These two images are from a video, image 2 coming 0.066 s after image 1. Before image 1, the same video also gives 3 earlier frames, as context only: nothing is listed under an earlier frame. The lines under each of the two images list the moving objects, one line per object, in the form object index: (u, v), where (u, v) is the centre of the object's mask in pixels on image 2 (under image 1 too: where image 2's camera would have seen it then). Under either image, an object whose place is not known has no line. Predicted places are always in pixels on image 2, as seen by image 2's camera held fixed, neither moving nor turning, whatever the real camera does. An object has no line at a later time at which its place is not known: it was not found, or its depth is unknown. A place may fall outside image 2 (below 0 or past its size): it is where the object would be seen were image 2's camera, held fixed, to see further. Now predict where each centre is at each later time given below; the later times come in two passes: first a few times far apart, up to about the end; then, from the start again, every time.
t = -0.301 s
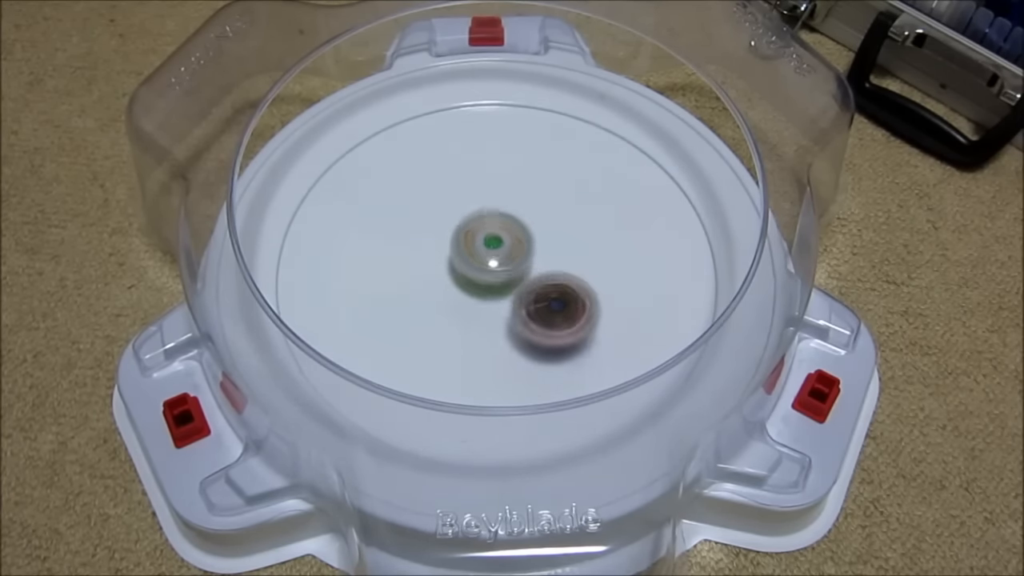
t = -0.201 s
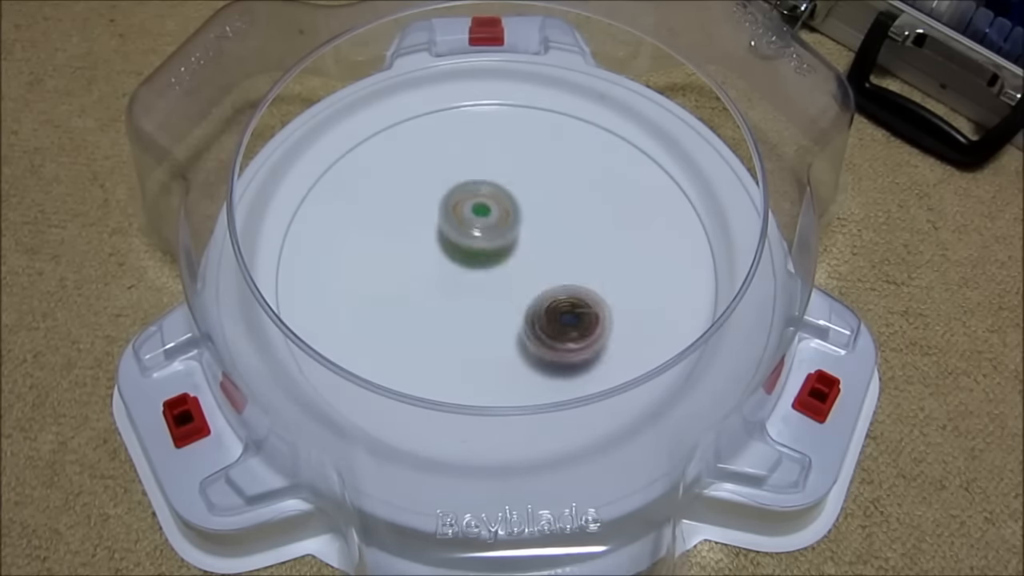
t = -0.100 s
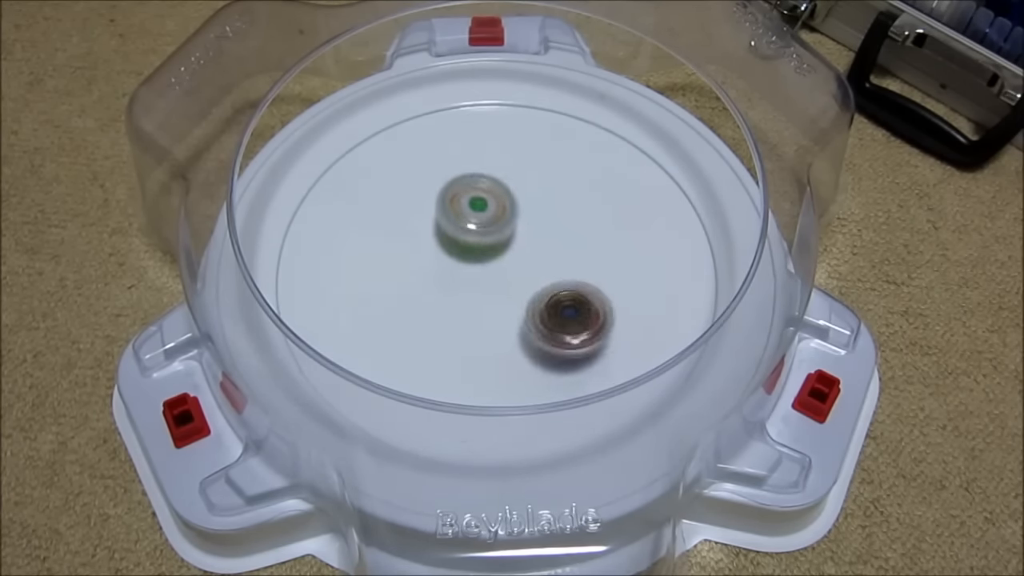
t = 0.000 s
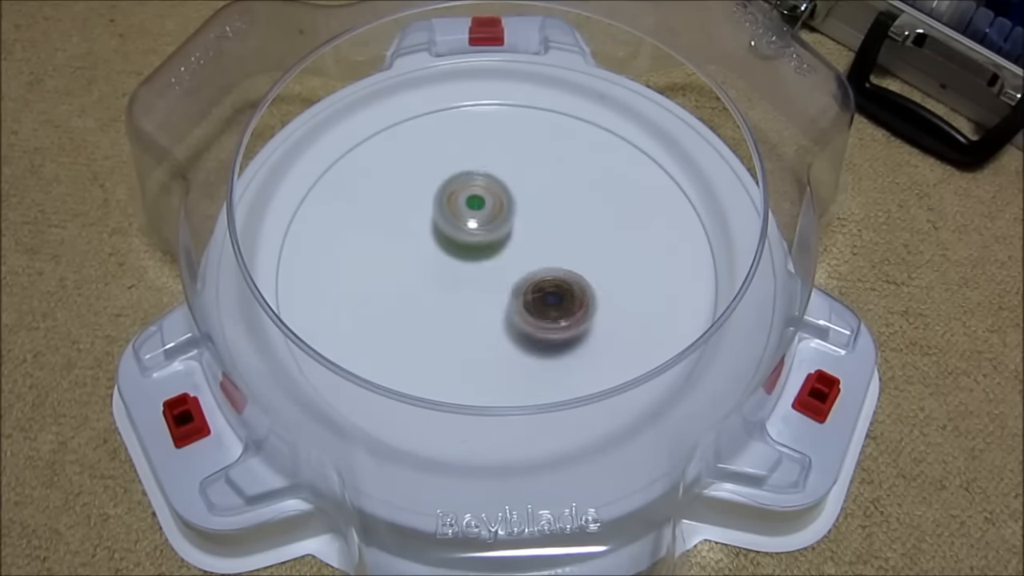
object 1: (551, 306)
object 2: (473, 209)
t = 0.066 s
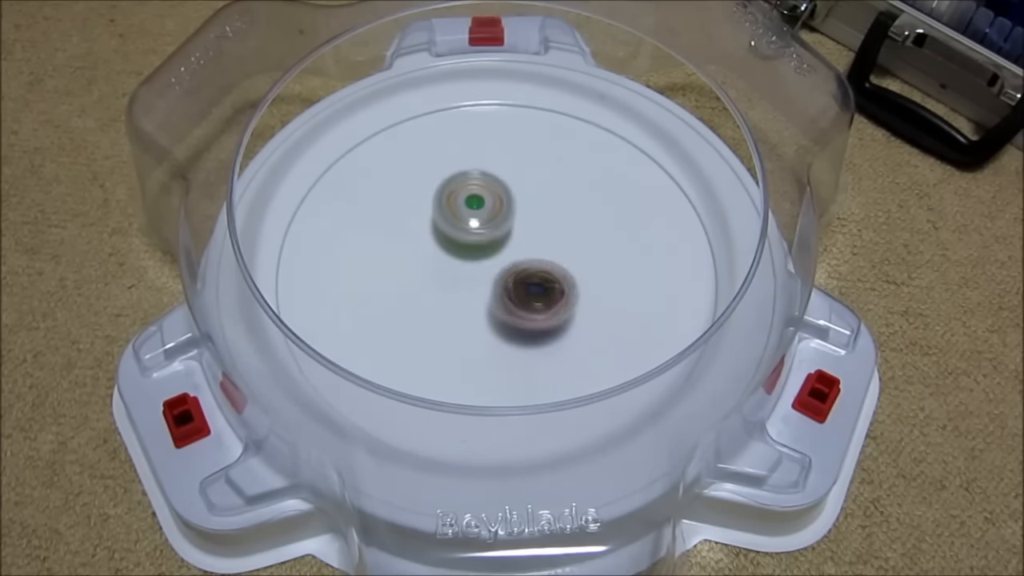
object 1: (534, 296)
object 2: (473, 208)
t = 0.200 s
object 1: (492, 285)
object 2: (477, 208)
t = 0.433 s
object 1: (468, 332)
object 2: (481, 191)
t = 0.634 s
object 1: (498, 316)
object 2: (489, 205)
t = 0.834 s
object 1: (515, 288)
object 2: (497, 203)
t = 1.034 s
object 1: (525, 289)
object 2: (497, 210)
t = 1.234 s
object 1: (527, 308)
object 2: (493, 209)
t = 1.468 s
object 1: (531, 298)
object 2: (485, 224)
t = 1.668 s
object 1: (525, 304)
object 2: (472, 218)
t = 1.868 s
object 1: (536, 311)
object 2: (461, 217)
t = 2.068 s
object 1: (521, 281)
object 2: (460, 223)
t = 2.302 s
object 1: (550, 304)
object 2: (439, 196)
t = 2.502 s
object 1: (542, 283)
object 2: (445, 202)
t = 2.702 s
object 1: (519, 281)
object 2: (446, 201)
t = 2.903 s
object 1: (527, 300)
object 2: (445, 213)
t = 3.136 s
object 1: (522, 288)
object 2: (447, 239)
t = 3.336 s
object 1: (557, 302)
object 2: (421, 225)
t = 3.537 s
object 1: (570, 295)
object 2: (416, 230)
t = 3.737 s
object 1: (540, 269)
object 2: (425, 235)
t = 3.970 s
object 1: (530, 237)
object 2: (433, 242)
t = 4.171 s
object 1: (555, 226)
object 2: (433, 251)
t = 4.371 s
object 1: (549, 233)
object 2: (442, 262)
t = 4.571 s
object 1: (546, 254)
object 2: (434, 267)
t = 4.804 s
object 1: (538, 272)
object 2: (441, 275)
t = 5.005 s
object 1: (533, 282)
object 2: (442, 270)
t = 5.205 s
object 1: (550, 288)
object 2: (447, 263)
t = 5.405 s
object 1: (557, 288)
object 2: (458, 253)
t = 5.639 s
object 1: (567, 291)
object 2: (467, 250)
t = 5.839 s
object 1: (556, 310)
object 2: (464, 240)
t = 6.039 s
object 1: (512, 301)
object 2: (466, 244)
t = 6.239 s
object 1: (487, 308)
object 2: (475, 240)
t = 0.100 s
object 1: (523, 292)
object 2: (474, 208)
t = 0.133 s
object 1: (512, 290)
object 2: (474, 208)
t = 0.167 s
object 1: (503, 285)
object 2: (475, 209)
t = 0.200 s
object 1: (492, 285)
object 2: (477, 208)
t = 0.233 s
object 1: (483, 294)
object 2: (478, 198)
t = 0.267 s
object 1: (477, 302)
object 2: (479, 193)
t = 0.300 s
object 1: (472, 307)
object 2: (480, 191)
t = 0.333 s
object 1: (468, 314)
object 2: (480, 190)
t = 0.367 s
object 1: (465, 321)
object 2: (480, 190)
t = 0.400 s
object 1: (465, 327)
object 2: (481, 190)
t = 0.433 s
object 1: (468, 332)
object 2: (481, 191)
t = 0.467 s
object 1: (472, 334)
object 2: (482, 192)
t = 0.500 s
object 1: (477, 333)
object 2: (483, 194)
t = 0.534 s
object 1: (483, 331)
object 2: (485, 196)
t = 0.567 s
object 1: (488, 326)
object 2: (486, 199)
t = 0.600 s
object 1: (493, 323)
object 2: (488, 202)
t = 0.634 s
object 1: (498, 316)
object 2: (489, 205)
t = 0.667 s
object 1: (505, 306)
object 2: (491, 209)
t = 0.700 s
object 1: (509, 294)
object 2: (492, 212)
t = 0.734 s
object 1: (510, 288)
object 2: (494, 214)
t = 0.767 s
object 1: (511, 286)
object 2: (495, 209)
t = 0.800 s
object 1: (514, 283)
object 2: (496, 209)
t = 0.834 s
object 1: (515, 288)
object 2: (497, 203)
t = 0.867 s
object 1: (517, 291)
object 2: (498, 202)
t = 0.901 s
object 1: (519, 290)
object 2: (498, 201)
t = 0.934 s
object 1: (520, 292)
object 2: (498, 203)
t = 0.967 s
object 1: (522, 293)
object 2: (498, 205)
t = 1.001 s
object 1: (523, 293)
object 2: (497, 207)
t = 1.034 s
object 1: (525, 289)
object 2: (497, 210)
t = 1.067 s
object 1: (525, 286)
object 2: (496, 212)
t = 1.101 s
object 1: (522, 288)
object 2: (496, 213)
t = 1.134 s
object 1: (524, 295)
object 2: (496, 208)
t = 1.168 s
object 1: (526, 299)
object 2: (496, 207)
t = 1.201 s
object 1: (526, 302)
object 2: (495, 208)
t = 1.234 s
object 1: (527, 308)
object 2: (493, 209)
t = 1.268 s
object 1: (531, 311)
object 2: (492, 211)
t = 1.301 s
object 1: (533, 311)
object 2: (491, 212)
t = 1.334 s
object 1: (533, 310)
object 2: (490, 214)
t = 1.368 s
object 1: (533, 311)
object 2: (488, 216)
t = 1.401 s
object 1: (535, 307)
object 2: (487, 219)
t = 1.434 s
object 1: (534, 302)
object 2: (486, 221)
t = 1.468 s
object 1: (531, 298)
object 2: (485, 224)
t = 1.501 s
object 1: (528, 295)
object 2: (485, 226)
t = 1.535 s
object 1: (527, 295)
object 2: (482, 225)
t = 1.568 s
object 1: (525, 292)
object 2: (481, 226)
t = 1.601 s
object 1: (523, 293)
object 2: (479, 227)
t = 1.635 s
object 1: (524, 300)
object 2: (475, 221)
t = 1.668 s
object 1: (525, 304)
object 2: (472, 218)
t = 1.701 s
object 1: (526, 307)
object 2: (471, 218)
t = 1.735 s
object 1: (529, 312)
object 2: (468, 218)
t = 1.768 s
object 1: (532, 314)
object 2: (466, 217)
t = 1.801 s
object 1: (533, 313)
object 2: (464, 217)
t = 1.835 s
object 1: (535, 313)
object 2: (462, 218)
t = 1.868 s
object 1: (536, 311)
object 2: (461, 217)
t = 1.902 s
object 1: (535, 305)
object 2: (460, 218)
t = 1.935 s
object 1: (533, 302)
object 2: (459, 219)
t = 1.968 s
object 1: (532, 297)
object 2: (459, 220)
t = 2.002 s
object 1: (528, 290)
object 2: (459, 221)
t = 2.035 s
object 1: (523, 285)
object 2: (459, 222)
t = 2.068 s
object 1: (521, 281)
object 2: (460, 223)
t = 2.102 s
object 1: (525, 288)
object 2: (452, 214)
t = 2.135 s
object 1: (529, 294)
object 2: (445, 202)
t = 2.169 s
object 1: (535, 301)
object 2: (442, 196)
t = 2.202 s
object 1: (541, 302)
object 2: (442, 195)
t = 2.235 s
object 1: (543, 304)
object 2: (441, 195)
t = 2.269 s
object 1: (547, 307)
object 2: (440, 195)
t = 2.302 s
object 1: (550, 304)
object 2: (439, 196)
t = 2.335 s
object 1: (551, 304)
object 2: (439, 196)
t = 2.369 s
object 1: (552, 303)
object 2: (439, 196)
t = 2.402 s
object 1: (552, 297)
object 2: (440, 197)
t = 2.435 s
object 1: (548, 295)
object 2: (442, 198)
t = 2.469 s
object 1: (547, 290)
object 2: (443, 200)
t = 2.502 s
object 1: (542, 283)
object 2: (445, 202)
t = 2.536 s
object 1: (537, 281)
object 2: (447, 204)
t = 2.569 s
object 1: (533, 275)
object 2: (448, 207)
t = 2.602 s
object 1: (524, 269)
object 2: (450, 210)
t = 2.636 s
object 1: (519, 267)
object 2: (452, 214)
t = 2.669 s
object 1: (520, 272)
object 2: (449, 207)
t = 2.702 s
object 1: (519, 281)
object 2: (446, 201)
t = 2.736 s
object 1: (523, 284)
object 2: (446, 200)
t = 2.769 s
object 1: (522, 289)
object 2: (446, 202)
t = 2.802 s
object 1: (525, 294)
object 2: (445, 205)
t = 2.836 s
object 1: (525, 296)
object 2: (445, 208)
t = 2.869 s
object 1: (526, 301)
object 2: (445, 211)
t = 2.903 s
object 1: (527, 300)
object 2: (445, 213)
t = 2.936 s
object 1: (527, 304)
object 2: (445, 216)
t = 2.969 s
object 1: (529, 302)
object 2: (445, 220)
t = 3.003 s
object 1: (528, 303)
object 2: (446, 223)
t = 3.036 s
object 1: (530, 299)
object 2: (446, 227)
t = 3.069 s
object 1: (527, 295)
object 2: (446, 231)
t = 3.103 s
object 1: (526, 294)
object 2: (446, 235)
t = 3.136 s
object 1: (522, 288)
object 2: (447, 239)
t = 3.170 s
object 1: (522, 285)
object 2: (447, 243)
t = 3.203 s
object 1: (528, 290)
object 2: (438, 237)
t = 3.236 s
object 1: (539, 298)
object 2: (430, 229)
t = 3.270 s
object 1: (544, 299)
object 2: (425, 224)
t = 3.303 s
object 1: (553, 302)
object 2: (423, 223)
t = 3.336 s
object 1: (557, 302)
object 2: (421, 225)
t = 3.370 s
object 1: (564, 304)
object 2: (420, 225)
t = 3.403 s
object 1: (567, 303)
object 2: (419, 226)
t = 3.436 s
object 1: (572, 303)
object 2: (417, 227)
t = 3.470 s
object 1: (572, 301)
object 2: (416, 229)
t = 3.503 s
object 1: (574, 299)
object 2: (416, 230)
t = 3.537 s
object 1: (570, 295)
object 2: (416, 230)
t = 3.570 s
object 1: (570, 292)
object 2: (416, 230)
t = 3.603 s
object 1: (562, 289)
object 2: (416, 231)
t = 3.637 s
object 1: (560, 282)
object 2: (418, 232)
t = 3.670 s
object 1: (553, 279)
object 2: (421, 233)
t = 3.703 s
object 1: (549, 273)
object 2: (423, 234)
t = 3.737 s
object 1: (540, 269)
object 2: (425, 235)
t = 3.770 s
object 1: (535, 262)
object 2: (428, 237)
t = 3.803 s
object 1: (527, 259)
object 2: (431, 240)
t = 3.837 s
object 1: (523, 252)
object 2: (434, 241)
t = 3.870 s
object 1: (522, 250)
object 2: (434, 240)
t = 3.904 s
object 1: (524, 245)
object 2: (433, 239)
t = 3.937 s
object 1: (525, 243)
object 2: (436, 240)
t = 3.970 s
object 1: (530, 237)
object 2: (433, 242)
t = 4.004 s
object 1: (537, 236)
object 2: (433, 242)
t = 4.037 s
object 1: (540, 232)
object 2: (433, 244)
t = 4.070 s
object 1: (547, 229)
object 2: (432, 246)
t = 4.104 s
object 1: (549, 229)
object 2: (433, 248)
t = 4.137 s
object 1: (553, 225)
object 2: (433, 249)
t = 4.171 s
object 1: (555, 226)
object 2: (433, 251)
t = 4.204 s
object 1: (556, 224)
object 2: (434, 253)
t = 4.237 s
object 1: (559, 227)
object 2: (436, 255)
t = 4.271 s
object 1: (555, 226)
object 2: (437, 257)
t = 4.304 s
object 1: (556, 228)
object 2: (438, 259)
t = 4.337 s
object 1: (551, 232)
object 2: (440, 261)
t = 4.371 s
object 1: (549, 233)
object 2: (442, 262)
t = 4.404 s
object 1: (544, 239)
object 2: (444, 264)
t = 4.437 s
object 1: (539, 240)
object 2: (446, 266)
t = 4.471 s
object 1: (535, 244)
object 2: (448, 268)
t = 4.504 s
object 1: (537, 246)
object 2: (444, 268)
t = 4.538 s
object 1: (544, 250)
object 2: (436, 267)
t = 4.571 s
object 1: (546, 254)
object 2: (434, 267)
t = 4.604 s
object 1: (547, 256)
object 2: (436, 268)
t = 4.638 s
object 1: (548, 259)
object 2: (437, 270)
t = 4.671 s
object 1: (547, 261)
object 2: (437, 271)
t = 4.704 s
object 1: (547, 264)
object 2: (437, 273)
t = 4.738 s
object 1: (542, 268)
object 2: (439, 274)
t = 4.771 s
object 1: (540, 269)
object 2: (439, 274)
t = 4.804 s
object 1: (538, 272)
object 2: (441, 275)
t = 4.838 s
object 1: (533, 276)
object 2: (442, 275)
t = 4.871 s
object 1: (535, 277)
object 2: (438, 273)
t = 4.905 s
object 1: (535, 280)
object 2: (440, 272)
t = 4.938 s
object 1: (532, 280)
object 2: (441, 272)
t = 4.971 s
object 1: (534, 280)
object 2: (441, 271)
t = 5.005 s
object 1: (533, 282)
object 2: (442, 270)
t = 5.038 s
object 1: (535, 283)
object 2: (442, 269)
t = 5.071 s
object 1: (541, 285)
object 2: (440, 266)
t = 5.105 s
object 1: (542, 289)
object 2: (442, 265)
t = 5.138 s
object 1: (544, 287)
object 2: (444, 264)
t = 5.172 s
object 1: (548, 286)
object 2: (445, 263)
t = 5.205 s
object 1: (550, 288)
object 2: (447, 263)
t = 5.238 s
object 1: (550, 287)
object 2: (450, 262)
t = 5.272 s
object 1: (551, 285)
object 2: (453, 261)
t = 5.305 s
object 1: (550, 286)
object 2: (456, 261)
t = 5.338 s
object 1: (548, 283)
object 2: (460, 261)
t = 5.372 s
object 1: (554, 284)
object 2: (459, 258)
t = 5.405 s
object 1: (557, 288)
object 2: (458, 253)
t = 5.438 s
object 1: (560, 286)
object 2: (461, 253)
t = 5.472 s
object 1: (562, 285)
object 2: (465, 253)
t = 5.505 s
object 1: (563, 285)
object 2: (467, 254)
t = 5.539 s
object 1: (562, 284)
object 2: (470, 256)
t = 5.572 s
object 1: (559, 281)
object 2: (474, 256)
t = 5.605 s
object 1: (560, 280)
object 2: (475, 257)
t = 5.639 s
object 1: (567, 291)
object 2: (467, 250)
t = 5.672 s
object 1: (572, 301)
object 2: (462, 242)
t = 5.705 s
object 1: (572, 305)
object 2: (461, 237)
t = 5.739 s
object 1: (571, 309)
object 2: (465, 239)
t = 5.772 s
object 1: (566, 312)
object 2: (464, 240)
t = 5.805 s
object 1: (563, 311)
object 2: (463, 241)
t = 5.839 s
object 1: (556, 310)
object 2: (464, 240)
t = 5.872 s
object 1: (551, 309)
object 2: (464, 241)
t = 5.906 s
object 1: (547, 306)
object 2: (465, 242)
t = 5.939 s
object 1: (538, 304)
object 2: (465, 242)
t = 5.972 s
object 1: (529, 304)
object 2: (465, 243)
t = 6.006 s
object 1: (519, 302)
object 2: (466, 243)
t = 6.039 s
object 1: (512, 301)
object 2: (466, 244)
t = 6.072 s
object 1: (503, 299)
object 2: (467, 245)
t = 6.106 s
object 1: (497, 300)
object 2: (468, 244)
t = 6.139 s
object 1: (495, 301)
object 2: (470, 243)
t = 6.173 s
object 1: (490, 304)
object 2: (472, 242)
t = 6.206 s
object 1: (488, 305)
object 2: (473, 241)
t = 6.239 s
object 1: (487, 308)
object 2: (475, 240)
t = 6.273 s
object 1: (486, 307)
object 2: (476, 237)
